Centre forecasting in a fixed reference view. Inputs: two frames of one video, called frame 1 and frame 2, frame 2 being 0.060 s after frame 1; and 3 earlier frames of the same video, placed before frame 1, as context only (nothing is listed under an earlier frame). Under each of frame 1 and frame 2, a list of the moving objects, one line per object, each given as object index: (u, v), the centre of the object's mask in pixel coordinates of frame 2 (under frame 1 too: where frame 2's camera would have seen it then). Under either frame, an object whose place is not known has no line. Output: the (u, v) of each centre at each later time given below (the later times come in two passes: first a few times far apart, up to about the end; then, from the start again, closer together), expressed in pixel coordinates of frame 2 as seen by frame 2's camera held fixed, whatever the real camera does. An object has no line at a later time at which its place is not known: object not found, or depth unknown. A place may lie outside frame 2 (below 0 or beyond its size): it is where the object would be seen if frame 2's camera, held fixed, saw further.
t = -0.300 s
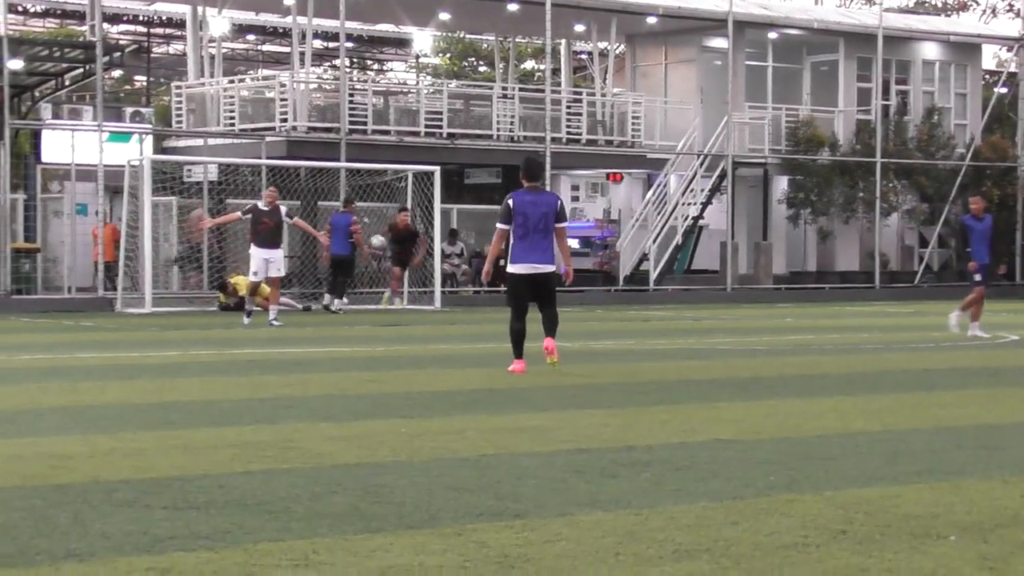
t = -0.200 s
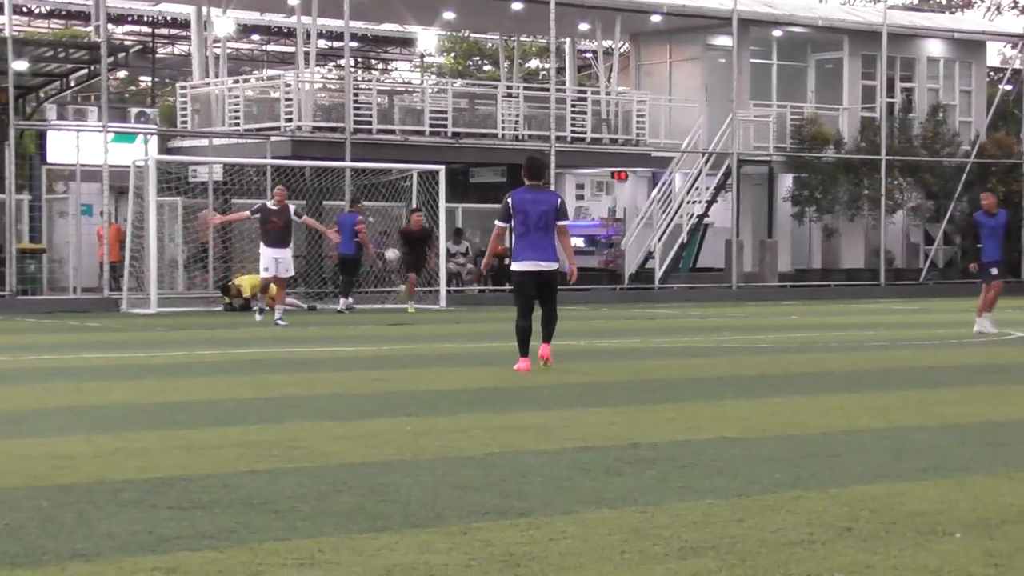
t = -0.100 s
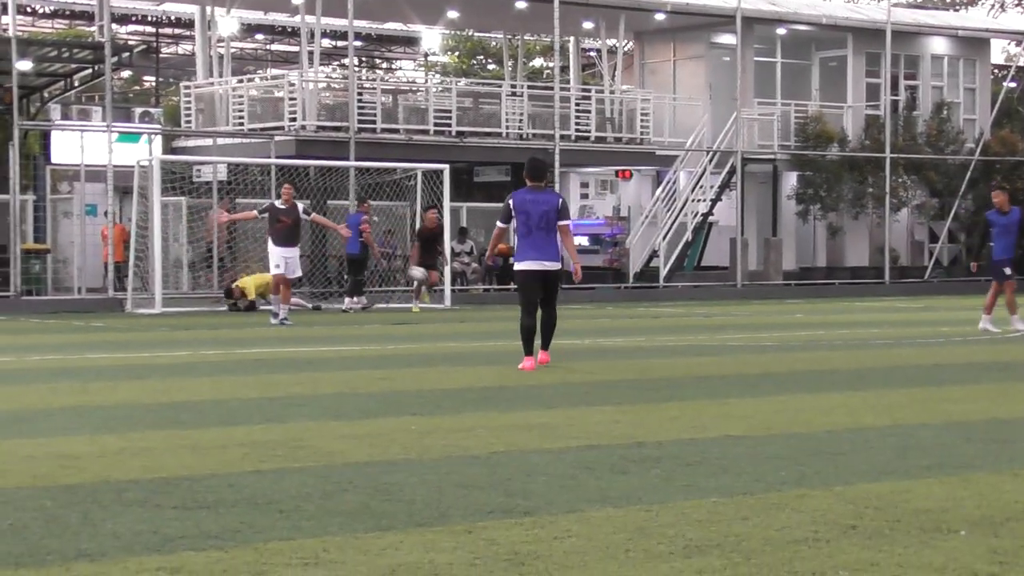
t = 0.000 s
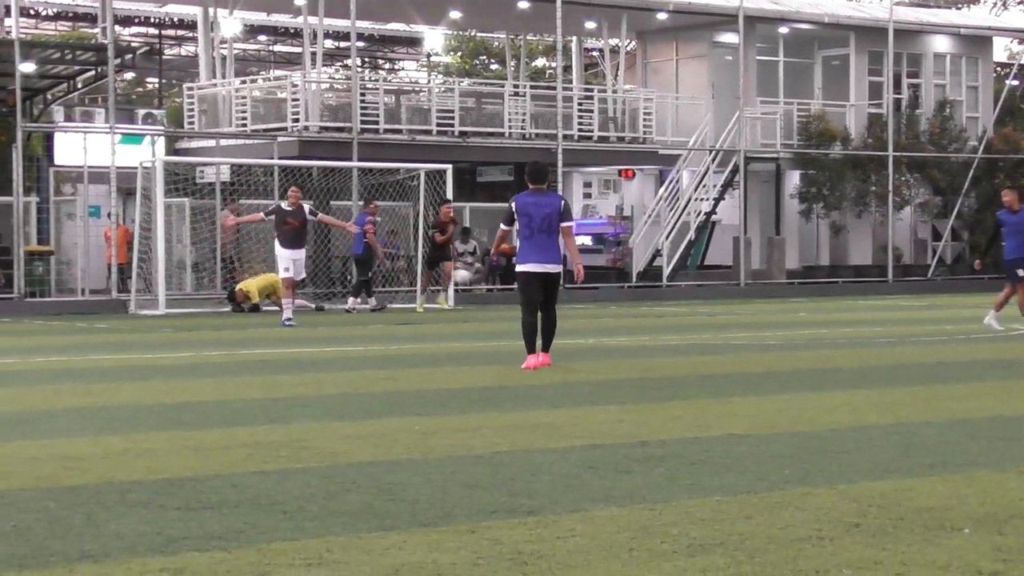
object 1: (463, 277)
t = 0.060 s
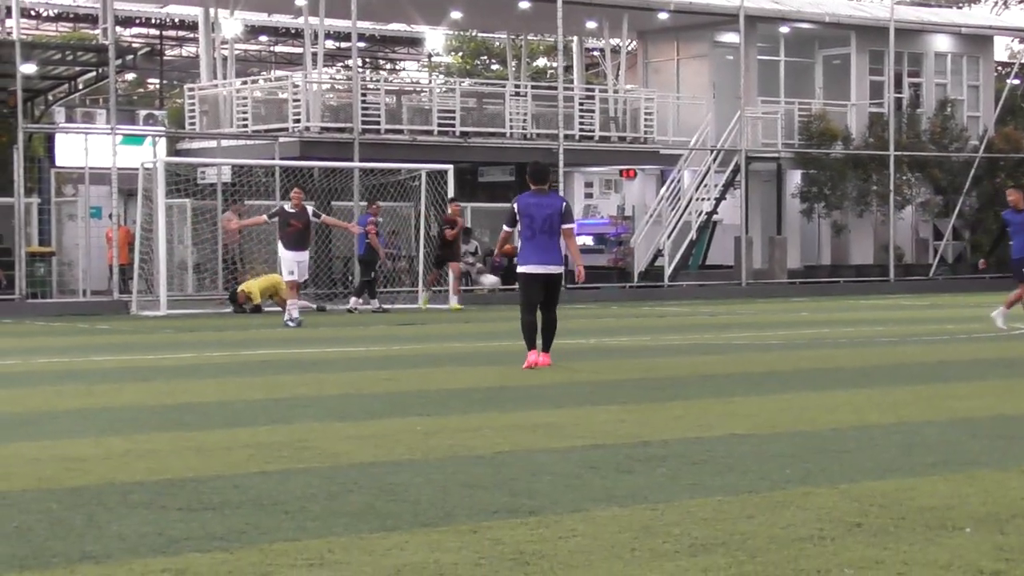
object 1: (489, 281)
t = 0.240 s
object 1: (571, 310)
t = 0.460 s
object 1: (650, 287)
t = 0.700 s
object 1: (740, 305)
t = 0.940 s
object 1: (841, 302)
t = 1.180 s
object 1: (949, 324)
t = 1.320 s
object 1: (1009, 319)
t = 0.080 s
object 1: (498, 283)
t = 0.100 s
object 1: (507, 286)
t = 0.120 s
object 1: (511, 288)
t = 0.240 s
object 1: (571, 310)
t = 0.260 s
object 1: (578, 308)
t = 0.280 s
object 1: (586, 303)
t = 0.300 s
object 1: (593, 301)
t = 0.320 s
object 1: (600, 298)
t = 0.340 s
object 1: (607, 295)
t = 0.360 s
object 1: (614, 293)
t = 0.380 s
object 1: (620, 291)
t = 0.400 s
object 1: (628, 289)
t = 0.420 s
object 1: (635, 288)
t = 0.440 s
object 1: (643, 287)
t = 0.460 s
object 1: (650, 287)
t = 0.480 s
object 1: (657, 286)
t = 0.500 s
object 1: (665, 286)
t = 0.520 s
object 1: (672, 286)
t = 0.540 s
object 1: (679, 287)
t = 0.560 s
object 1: (687, 288)
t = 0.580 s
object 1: (695, 290)
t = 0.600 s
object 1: (702, 291)
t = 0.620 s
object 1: (710, 294)
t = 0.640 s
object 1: (717, 296)
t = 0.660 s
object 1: (725, 299)
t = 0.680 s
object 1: (733, 303)
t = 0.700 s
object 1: (740, 305)
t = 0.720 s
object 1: (748, 309)
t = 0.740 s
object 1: (757, 314)
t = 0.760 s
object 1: (765, 319)
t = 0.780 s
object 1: (772, 318)
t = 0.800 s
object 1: (781, 315)
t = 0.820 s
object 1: (790, 311)
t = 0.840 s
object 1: (798, 309)
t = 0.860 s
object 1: (807, 307)
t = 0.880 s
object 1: (814, 305)
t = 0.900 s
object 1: (823, 304)
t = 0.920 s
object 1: (833, 303)
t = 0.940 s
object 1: (841, 302)
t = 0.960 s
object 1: (849, 302)
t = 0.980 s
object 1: (857, 302)
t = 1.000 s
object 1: (866, 302)
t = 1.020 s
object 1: (875, 303)
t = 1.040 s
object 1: (884, 304)
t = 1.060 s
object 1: (893, 306)
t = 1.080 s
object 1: (903, 308)
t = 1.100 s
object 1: (912, 310)
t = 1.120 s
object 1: (920, 313)
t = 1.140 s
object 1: (930, 317)
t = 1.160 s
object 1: (939, 320)
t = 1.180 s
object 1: (949, 324)
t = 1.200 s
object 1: (958, 325)
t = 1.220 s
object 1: (967, 323)
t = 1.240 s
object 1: (977, 322)
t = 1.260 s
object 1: (987, 320)
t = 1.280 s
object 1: (997, 319)
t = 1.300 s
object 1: (1004, 319)
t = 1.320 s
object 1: (1009, 319)
